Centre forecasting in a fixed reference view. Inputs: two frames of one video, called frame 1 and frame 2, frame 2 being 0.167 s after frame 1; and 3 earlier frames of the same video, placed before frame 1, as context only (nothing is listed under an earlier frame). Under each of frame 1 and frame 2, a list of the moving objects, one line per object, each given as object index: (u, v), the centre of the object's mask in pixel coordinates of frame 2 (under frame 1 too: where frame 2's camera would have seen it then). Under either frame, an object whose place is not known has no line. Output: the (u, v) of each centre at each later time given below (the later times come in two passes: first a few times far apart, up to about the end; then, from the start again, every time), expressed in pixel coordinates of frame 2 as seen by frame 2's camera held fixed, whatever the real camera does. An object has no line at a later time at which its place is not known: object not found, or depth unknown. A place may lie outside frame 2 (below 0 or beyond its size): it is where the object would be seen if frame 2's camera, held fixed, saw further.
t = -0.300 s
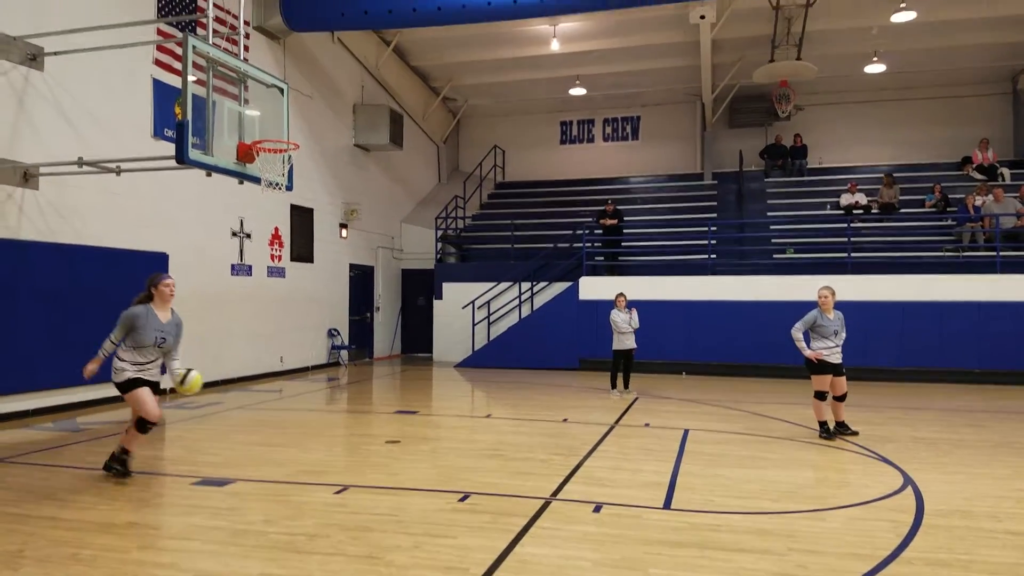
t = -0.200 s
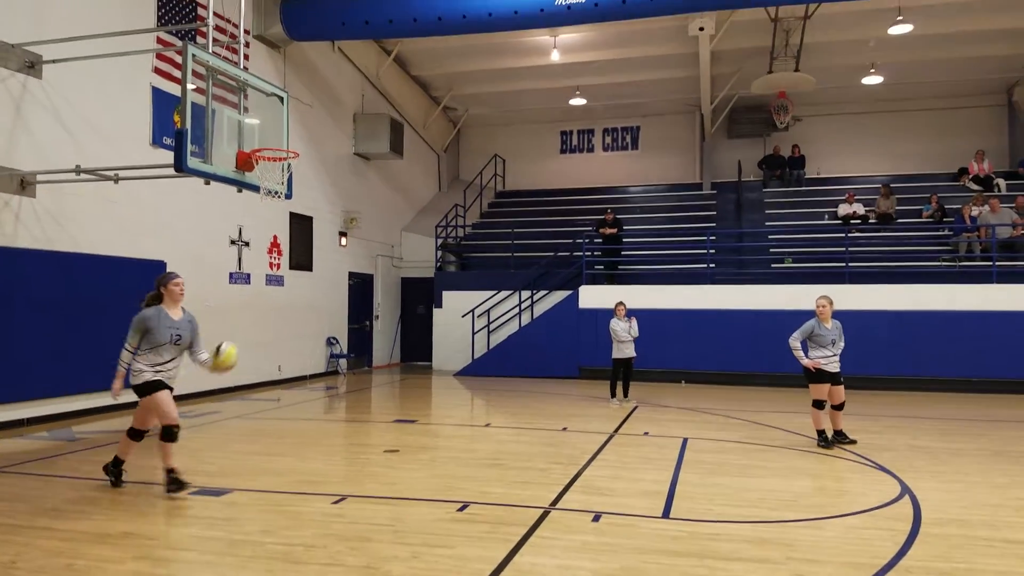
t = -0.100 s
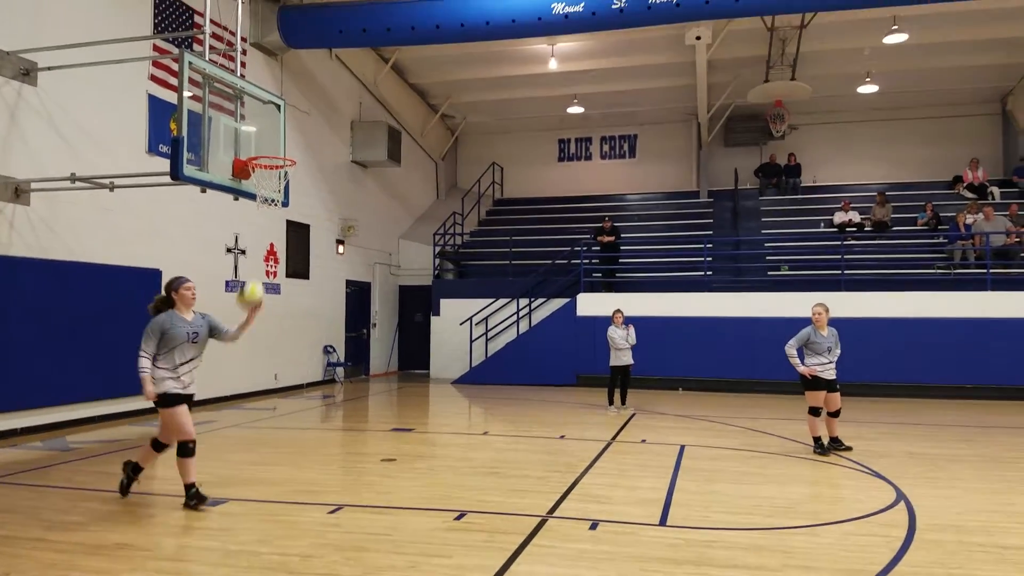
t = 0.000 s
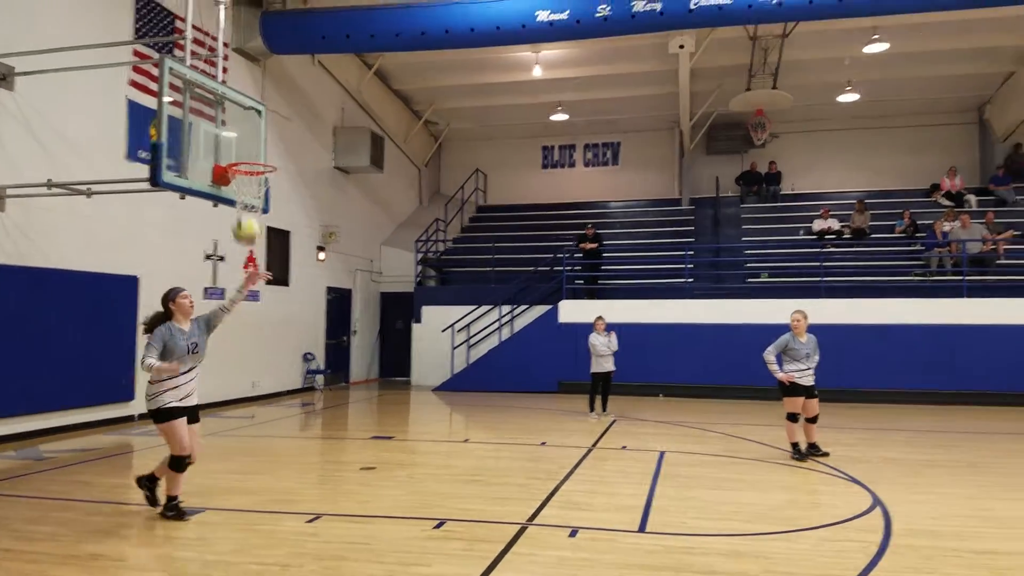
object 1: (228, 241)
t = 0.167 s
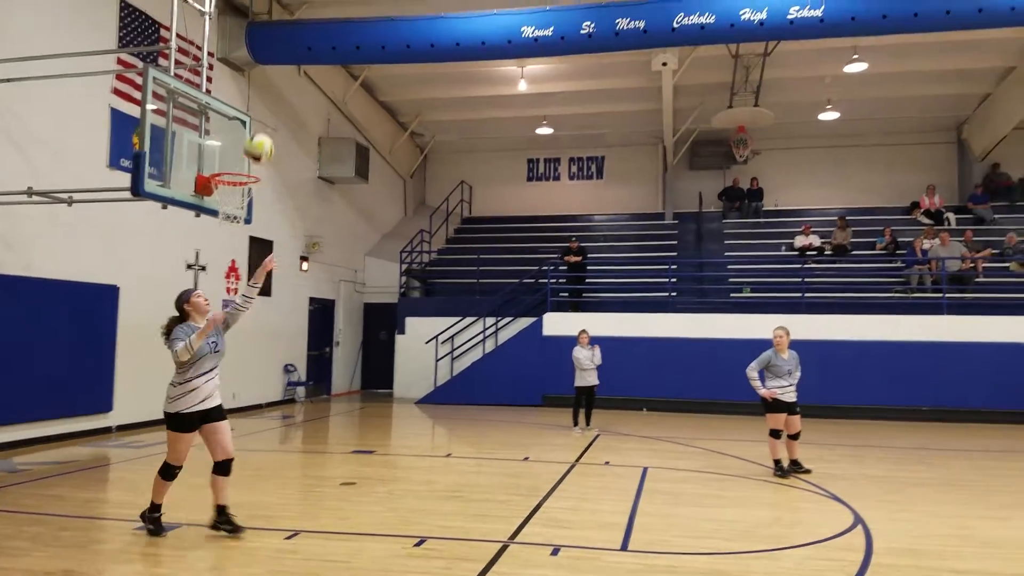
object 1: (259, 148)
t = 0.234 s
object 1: (270, 120)
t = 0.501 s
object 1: (317, 65)
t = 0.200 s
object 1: (264, 134)
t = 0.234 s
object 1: (270, 120)
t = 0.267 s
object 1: (275, 109)
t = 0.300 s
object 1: (281, 98)
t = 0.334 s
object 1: (287, 89)
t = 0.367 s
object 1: (292, 83)
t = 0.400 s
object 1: (299, 75)
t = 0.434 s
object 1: (306, 71)
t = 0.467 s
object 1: (311, 67)
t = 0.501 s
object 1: (317, 65)
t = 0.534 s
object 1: (323, 65)
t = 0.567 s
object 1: (328, 65)
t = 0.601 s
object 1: (334, 67)
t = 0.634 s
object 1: (339, 72)
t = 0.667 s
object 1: (344, 77)
